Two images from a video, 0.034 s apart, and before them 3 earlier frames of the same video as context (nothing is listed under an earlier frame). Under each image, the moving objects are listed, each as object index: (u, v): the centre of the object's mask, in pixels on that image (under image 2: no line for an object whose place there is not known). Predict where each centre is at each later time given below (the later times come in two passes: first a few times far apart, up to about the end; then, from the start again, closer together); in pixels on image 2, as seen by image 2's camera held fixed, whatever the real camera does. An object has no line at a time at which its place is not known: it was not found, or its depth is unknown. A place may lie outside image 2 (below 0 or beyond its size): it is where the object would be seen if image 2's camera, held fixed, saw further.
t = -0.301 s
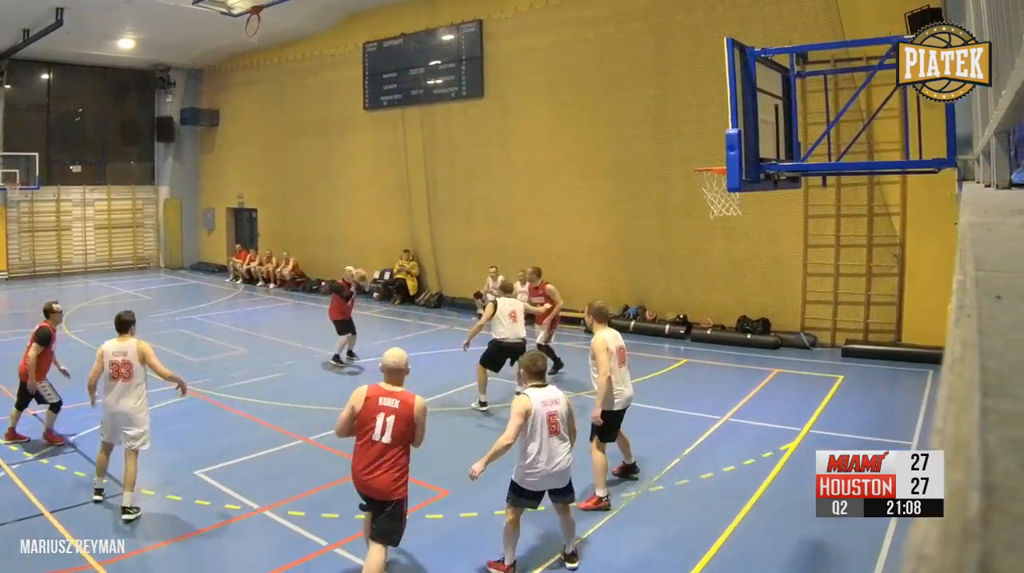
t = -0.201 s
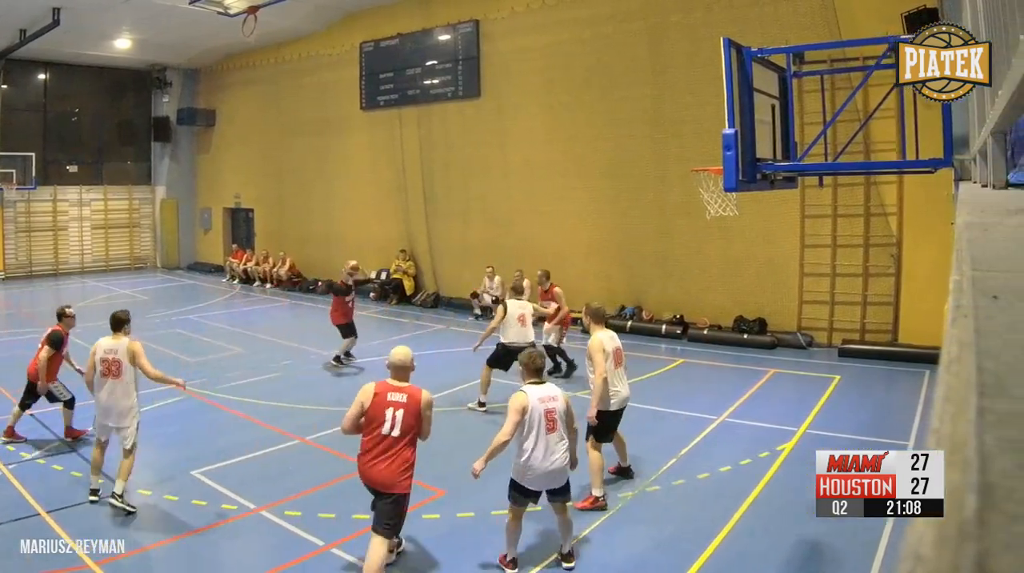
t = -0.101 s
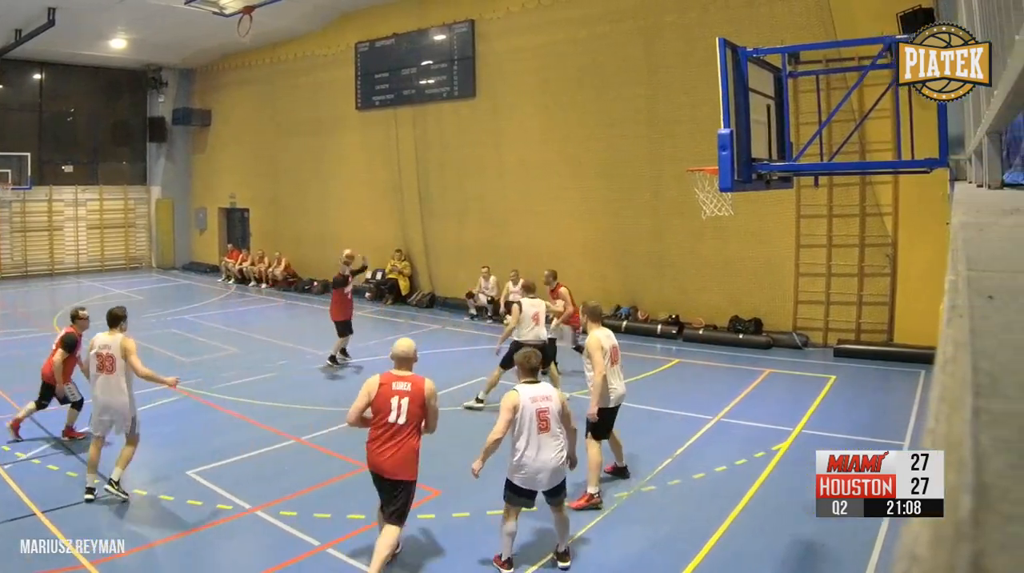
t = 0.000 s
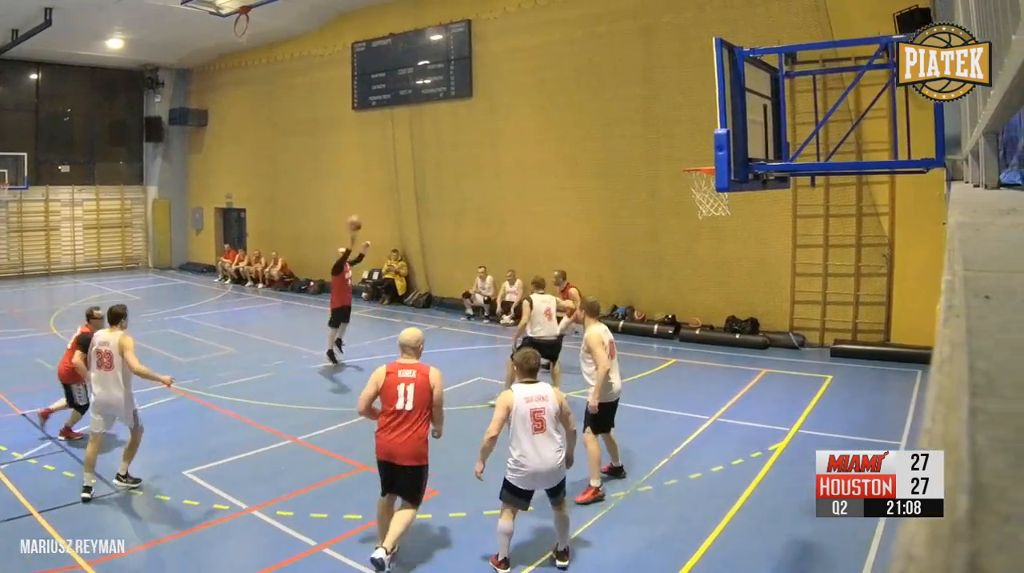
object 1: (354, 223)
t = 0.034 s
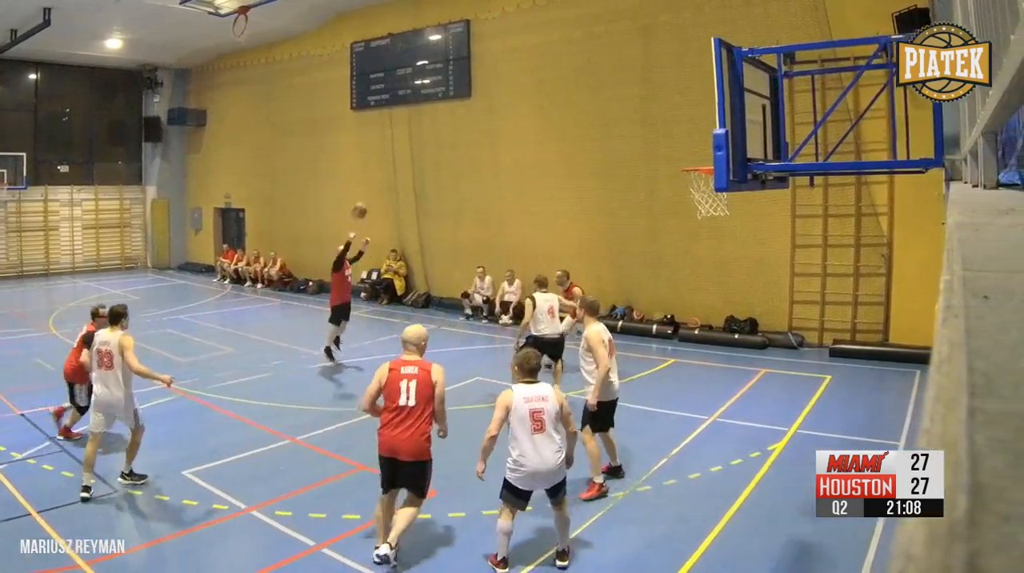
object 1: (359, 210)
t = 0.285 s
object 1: (410, 126)
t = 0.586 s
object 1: (488, 65)
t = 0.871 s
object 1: (583, 69)
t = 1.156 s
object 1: (708, 159)
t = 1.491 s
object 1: (745, 352)
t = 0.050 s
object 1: (362, 204)
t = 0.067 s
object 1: (364, 198)
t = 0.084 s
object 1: (368, 191)
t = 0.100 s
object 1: (371, 185)
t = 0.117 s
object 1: (374, 180)
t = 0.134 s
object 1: (378, 173)
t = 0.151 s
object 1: (381, 168)
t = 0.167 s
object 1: (384, 162)
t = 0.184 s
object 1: (388, 156)
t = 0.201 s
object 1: (392, 151)
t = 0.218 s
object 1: (395, 146)
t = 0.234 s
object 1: (400, 140)
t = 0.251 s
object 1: (402, 136)
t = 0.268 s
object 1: (406, 130)
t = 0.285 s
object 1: (410, 126)
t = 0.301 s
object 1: (414, 122)
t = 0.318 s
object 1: (418, 117)
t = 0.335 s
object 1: (422, 111)
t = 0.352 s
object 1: (425, 108)
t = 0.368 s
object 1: (430, 103)
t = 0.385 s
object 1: (434, 99)
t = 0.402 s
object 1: (438, 95)
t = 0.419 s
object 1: (442, 91)
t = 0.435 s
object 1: (446, 88)
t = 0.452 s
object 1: (451, 84)
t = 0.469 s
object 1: (455, 81)
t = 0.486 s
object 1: (458, 79)
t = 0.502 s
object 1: (464, 77)
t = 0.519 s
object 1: (469, 73)
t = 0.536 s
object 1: (473, 70)
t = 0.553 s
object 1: (478, 69)
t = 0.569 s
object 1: (484, 66)
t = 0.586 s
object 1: (488, 65)
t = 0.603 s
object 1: (492, 63)
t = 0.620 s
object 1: (497, 62)
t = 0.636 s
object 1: (502, 61)
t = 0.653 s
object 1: (507, 60)
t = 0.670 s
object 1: (513, 59)
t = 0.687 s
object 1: (518, 59)
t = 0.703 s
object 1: (523, 58)
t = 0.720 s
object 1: (529, 58)
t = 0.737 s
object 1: (535, 58)
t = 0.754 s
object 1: (540, 58)
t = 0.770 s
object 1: (547, 59)
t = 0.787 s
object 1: (553, 60)
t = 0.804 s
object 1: (558, 61)
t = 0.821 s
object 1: (564, 63)
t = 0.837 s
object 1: (571, 65)
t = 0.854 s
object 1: (576, 66)
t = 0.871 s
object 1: (583, 69)
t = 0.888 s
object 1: (590, 72)
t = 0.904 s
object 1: (596, 74)
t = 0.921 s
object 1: (604, 78)
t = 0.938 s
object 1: (611, 83)
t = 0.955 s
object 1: (618, 86)
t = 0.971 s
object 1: (626, 91)
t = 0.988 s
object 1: (634, 96)
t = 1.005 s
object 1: (639, 100)
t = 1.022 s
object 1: (648, 106)
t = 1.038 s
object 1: (656, 111)
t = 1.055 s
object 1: (663, 118)
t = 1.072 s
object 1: (672, 125)
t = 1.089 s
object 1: (680, 132)
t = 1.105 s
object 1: (688, 140)
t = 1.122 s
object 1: (696, 148)
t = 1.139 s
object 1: (703, 154)
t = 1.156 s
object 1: (708, 159)
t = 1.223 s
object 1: (730, 201)
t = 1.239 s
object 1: (732, 206)
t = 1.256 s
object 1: (733, 214)
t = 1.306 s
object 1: (736, 239)
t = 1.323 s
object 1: (738, 247)
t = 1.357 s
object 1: (739, 267)
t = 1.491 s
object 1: (745, 352)
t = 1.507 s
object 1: (746, 365)
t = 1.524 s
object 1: (746, 375)
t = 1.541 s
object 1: (746, 387)
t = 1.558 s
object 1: (747, 402)
